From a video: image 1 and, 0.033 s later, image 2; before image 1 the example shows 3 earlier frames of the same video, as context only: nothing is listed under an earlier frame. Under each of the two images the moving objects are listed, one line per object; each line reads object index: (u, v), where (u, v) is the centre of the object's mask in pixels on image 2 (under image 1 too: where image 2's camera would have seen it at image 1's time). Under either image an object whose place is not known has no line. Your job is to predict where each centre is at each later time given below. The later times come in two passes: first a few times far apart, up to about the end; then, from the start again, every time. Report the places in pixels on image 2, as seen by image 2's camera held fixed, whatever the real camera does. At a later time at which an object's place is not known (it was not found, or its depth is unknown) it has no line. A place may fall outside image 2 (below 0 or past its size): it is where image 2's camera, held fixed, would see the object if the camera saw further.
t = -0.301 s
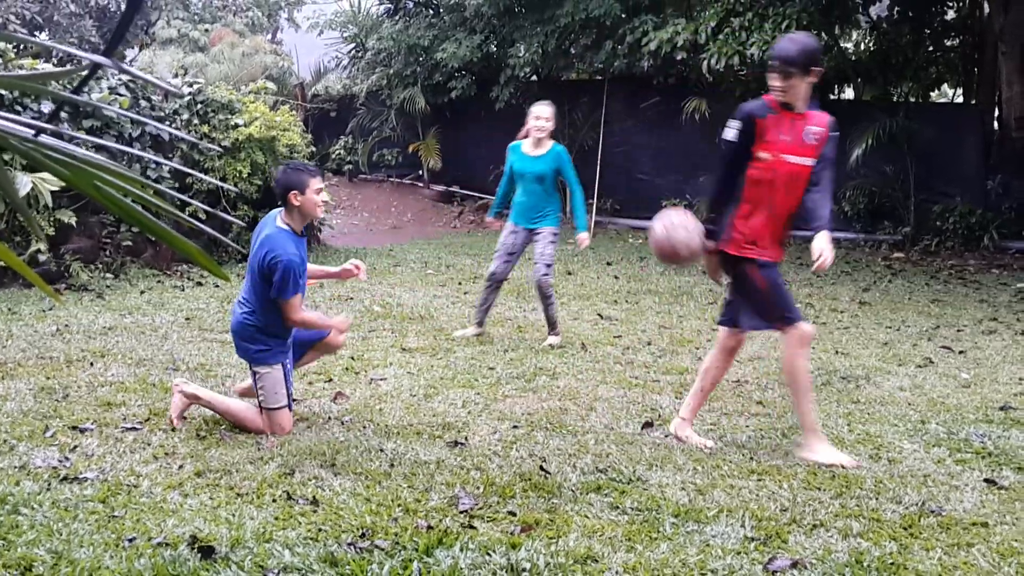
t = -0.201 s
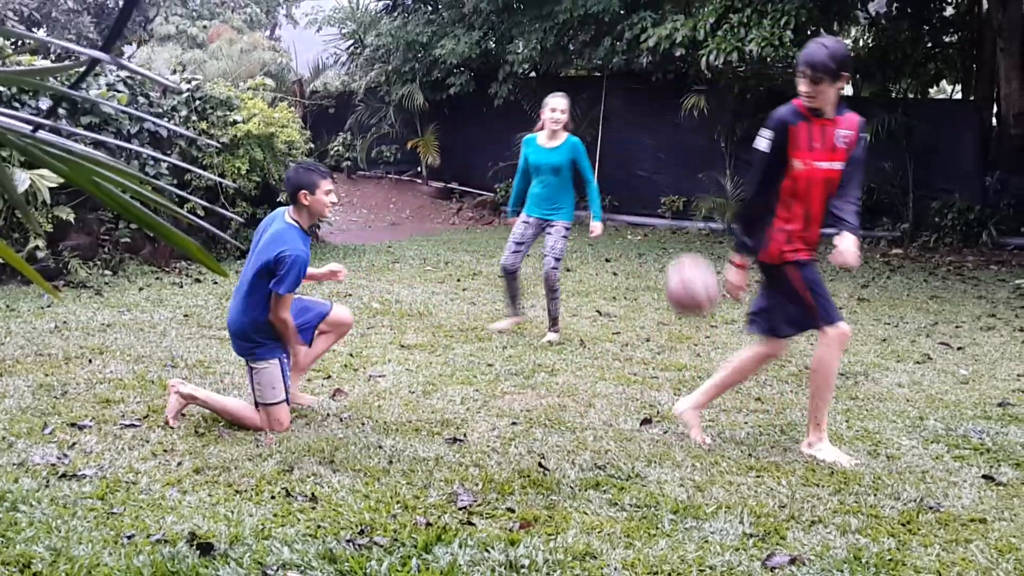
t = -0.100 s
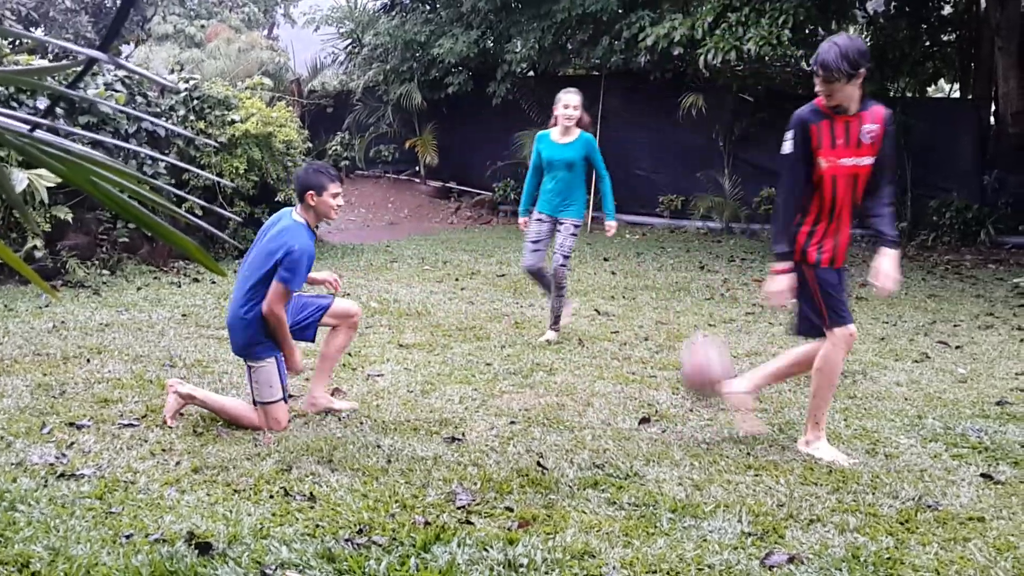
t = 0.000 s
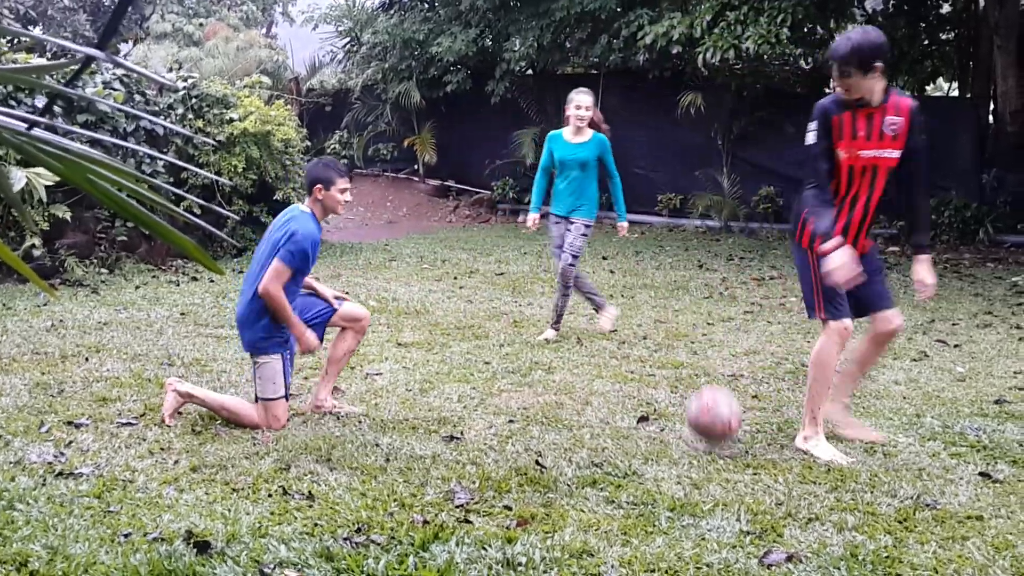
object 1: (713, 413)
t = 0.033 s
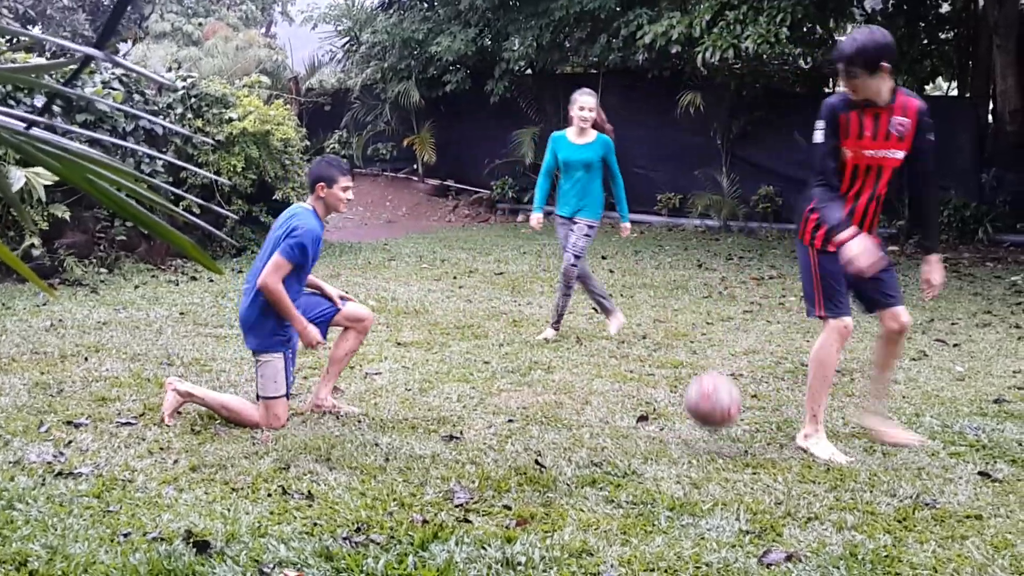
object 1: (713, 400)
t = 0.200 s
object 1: (709, 371)
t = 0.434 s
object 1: (698, 428)
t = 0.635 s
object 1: (690, 430)
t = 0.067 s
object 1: (712, 389)
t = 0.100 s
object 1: (712, 381)
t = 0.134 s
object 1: (711, 375)
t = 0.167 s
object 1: (710, 372)
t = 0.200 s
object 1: (709, 371)
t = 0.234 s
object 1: (708, 372)
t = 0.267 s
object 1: (707, 376)
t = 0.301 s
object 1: (705, 382)
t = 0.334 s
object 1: (704, 391)
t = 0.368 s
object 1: (702, 404)
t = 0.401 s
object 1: (700, 421)
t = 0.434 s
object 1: (698, 428)
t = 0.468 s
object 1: (697, 424)
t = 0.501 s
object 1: (696, 422)
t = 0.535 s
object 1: (695, 423)
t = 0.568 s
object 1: (694, 425)
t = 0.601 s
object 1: (692, 430)
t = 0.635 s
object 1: (690, 430)
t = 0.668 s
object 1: (689, 430)
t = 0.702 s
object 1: (687, 430)
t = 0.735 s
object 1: (685, 430)
